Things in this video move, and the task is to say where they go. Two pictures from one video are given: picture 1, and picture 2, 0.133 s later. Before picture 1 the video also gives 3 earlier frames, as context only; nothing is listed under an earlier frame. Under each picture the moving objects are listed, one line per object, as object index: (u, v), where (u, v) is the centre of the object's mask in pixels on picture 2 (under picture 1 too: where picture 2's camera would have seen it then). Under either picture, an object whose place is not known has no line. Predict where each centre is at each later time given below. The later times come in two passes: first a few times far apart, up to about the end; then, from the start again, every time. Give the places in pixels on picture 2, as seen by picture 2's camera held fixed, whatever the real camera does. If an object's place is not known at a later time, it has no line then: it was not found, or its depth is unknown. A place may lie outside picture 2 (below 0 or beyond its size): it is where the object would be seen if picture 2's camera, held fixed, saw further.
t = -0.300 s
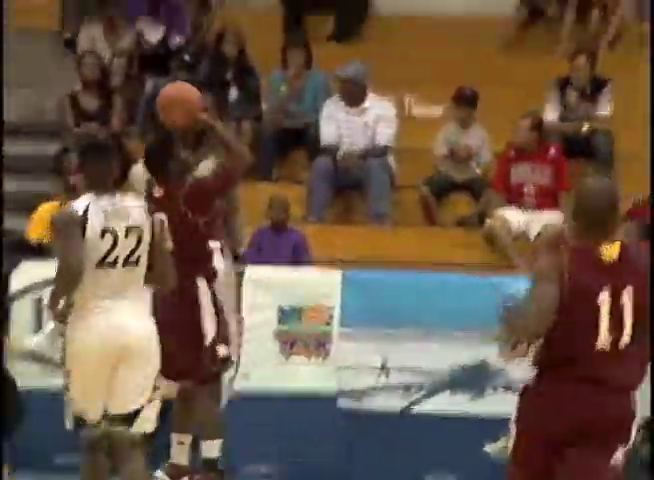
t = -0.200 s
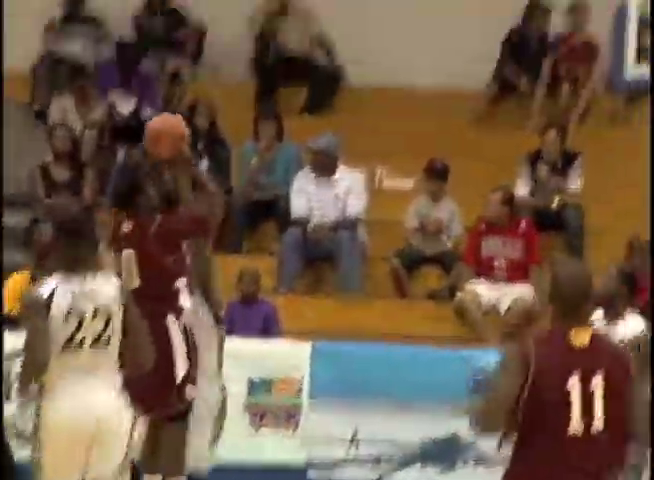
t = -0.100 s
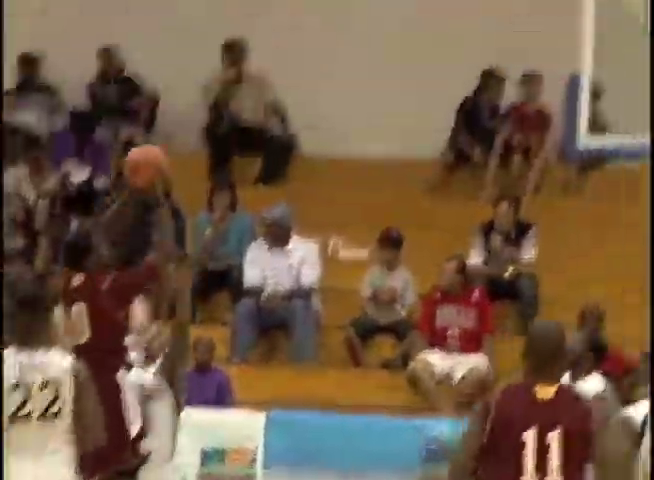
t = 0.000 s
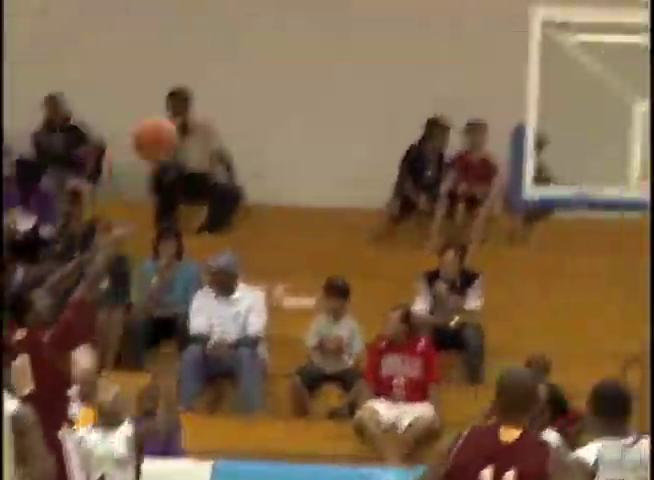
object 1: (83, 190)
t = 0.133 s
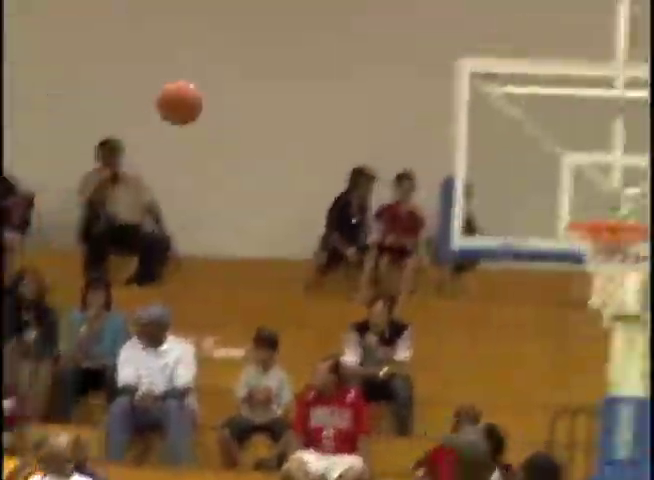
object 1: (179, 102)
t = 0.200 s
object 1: (224, 73)
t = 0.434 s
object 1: (375, 32)
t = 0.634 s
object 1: (497, 71)
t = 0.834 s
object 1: (611, 180)
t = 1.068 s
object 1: (595, 98)
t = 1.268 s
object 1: (548, 50)
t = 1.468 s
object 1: (499, 62)
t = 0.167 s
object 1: (202, 87)
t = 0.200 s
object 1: (224, 73)
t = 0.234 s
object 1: (246, 60)
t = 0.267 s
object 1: (269, 51)
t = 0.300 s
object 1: (291, 42)
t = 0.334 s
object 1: (312, 37)
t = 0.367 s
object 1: (334, 33)
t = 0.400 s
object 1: (355, 32)
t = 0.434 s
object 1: (375, 32)
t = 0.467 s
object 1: (396, 34)
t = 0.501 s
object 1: (417, 38)
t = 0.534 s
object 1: (436, 44)
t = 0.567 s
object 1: (457, 51)
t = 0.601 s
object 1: (477, 61)
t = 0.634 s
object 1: (497, 71)
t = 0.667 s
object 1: (517, 87)
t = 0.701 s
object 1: (536, 101)
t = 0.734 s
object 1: (555, 119)
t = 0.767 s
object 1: (574, 135)
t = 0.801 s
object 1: (593, 156)
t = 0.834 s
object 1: (611, 180)
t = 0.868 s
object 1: (630, 205)
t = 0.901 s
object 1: (631, 197)
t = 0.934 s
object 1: (624, 173)
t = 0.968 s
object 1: (616, 150)
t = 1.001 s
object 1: (609, 130)
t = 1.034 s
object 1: (602, 113)
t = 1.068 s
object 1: (595, 98)
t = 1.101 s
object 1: (587, 85)
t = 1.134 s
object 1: (580, 71)
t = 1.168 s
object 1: (572, 64)
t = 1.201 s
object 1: (564, 59)
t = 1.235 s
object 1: (557, 54)
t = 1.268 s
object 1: (548, 50)
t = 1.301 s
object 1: (540, 48)
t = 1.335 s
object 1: (531, 47)
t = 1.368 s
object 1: (524, 47)
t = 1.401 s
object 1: (516, 50)
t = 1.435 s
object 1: (508, 56)
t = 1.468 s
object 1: (499, 62)
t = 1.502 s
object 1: (490, 73)
